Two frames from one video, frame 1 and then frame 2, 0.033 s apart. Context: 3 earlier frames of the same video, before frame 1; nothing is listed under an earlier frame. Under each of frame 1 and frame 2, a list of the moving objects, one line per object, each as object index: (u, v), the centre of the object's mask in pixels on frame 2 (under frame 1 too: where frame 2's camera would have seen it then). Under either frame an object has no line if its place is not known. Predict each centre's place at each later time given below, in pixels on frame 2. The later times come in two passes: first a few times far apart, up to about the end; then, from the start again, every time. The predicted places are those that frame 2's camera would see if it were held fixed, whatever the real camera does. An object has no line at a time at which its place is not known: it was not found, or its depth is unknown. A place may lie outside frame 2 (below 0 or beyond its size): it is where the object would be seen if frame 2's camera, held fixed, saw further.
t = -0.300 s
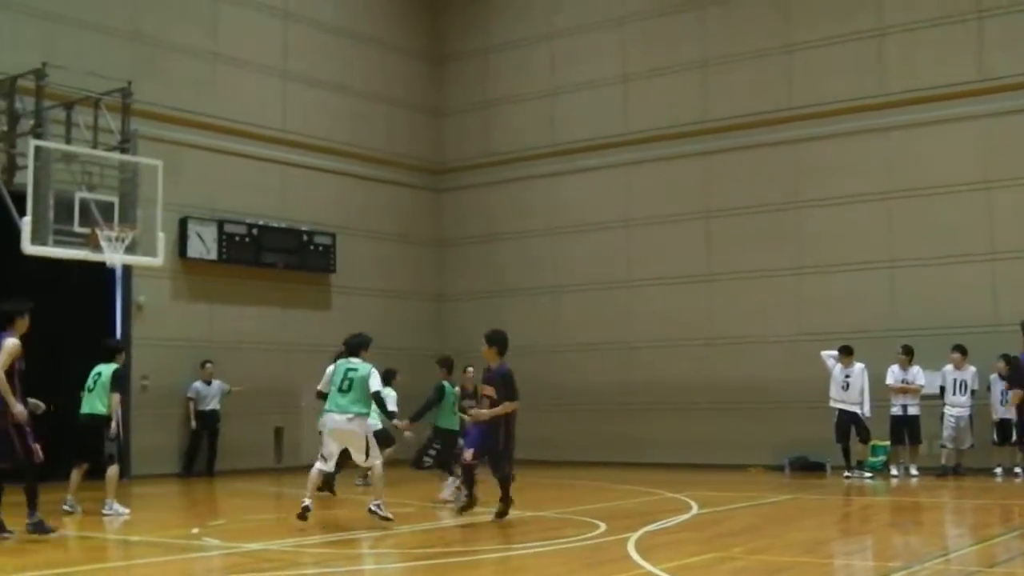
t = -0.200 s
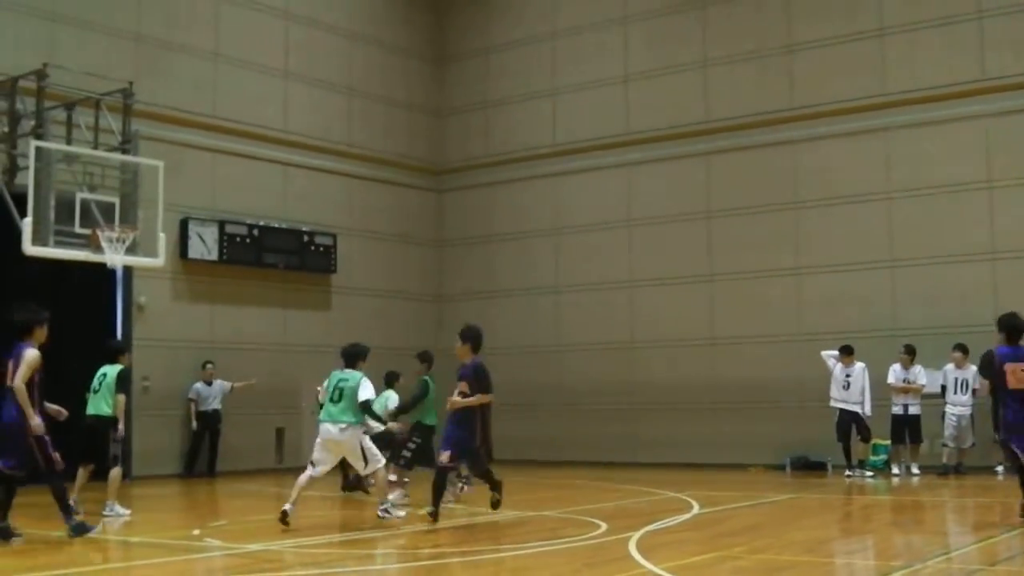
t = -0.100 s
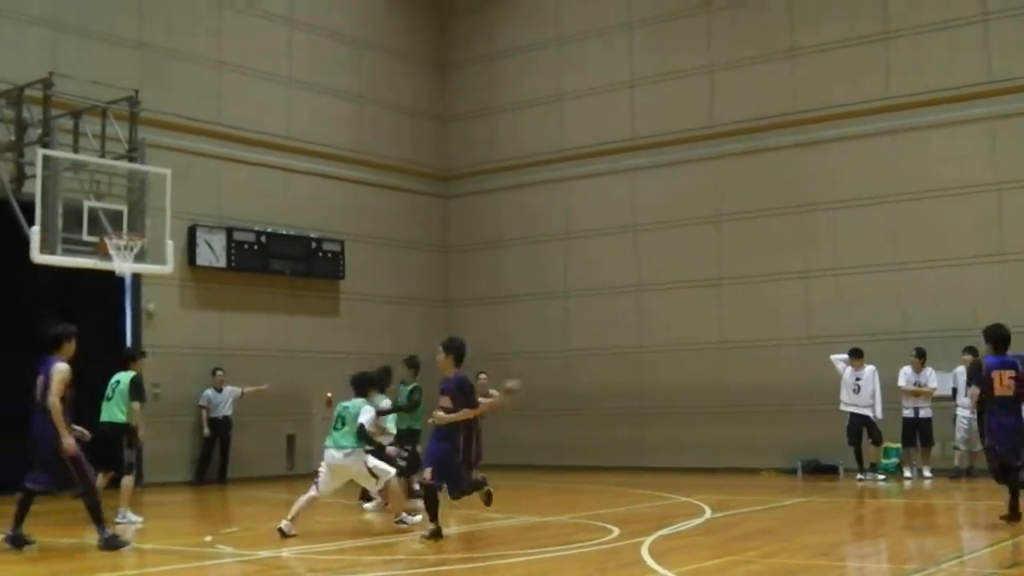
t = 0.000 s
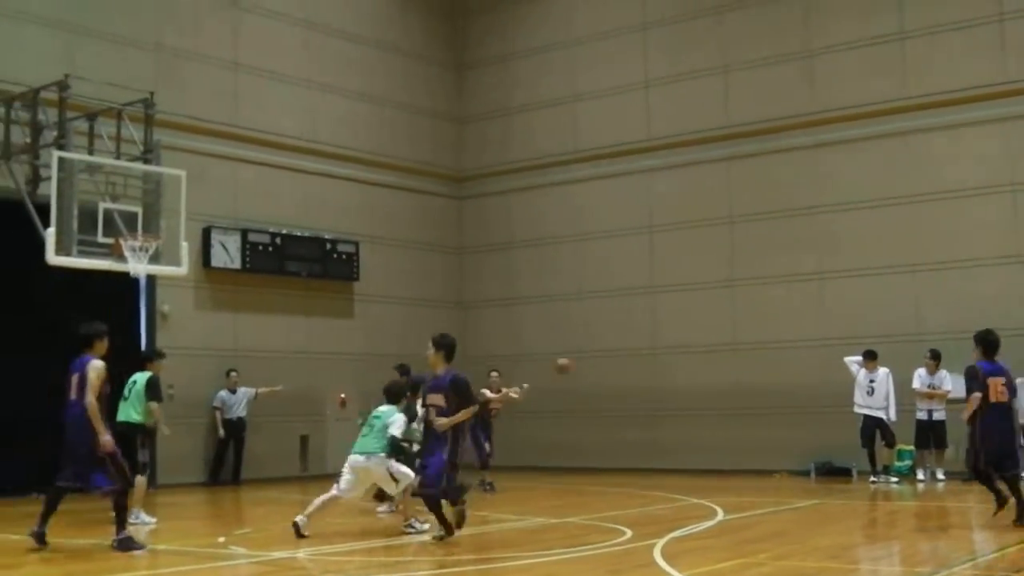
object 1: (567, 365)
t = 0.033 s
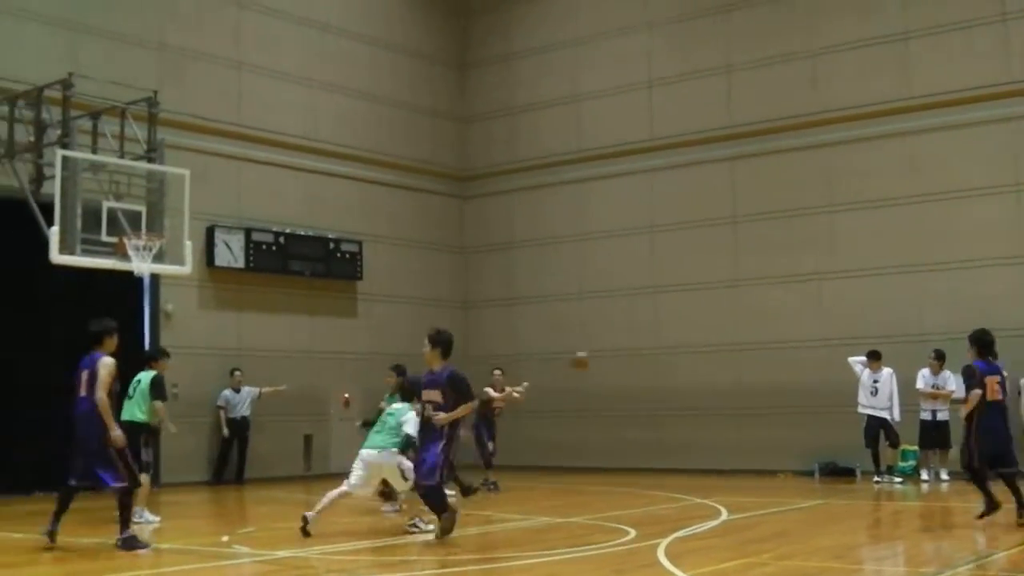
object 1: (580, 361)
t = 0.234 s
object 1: (672, 338)
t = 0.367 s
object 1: (740, 337)
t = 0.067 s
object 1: (596, 354)
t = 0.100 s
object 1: (610, 349)
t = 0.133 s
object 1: (624, 346)
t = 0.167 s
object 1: (639, 342)
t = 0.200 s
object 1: (656, 340)
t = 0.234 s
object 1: (672, 338)
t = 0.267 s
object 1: (688, 336)
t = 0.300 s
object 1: (704, 336)
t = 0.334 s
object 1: (721, 336)
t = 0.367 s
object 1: (740, 337)
